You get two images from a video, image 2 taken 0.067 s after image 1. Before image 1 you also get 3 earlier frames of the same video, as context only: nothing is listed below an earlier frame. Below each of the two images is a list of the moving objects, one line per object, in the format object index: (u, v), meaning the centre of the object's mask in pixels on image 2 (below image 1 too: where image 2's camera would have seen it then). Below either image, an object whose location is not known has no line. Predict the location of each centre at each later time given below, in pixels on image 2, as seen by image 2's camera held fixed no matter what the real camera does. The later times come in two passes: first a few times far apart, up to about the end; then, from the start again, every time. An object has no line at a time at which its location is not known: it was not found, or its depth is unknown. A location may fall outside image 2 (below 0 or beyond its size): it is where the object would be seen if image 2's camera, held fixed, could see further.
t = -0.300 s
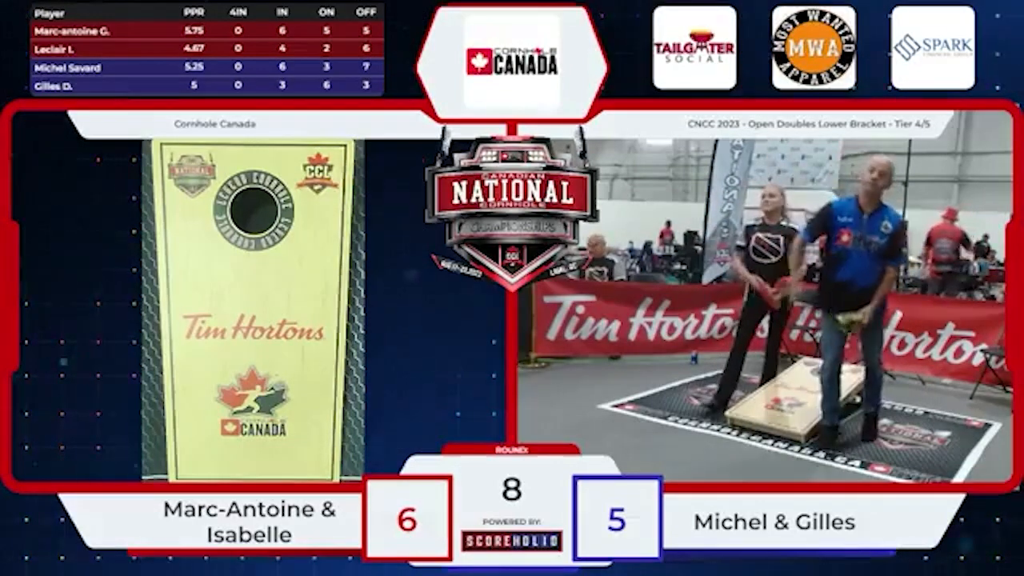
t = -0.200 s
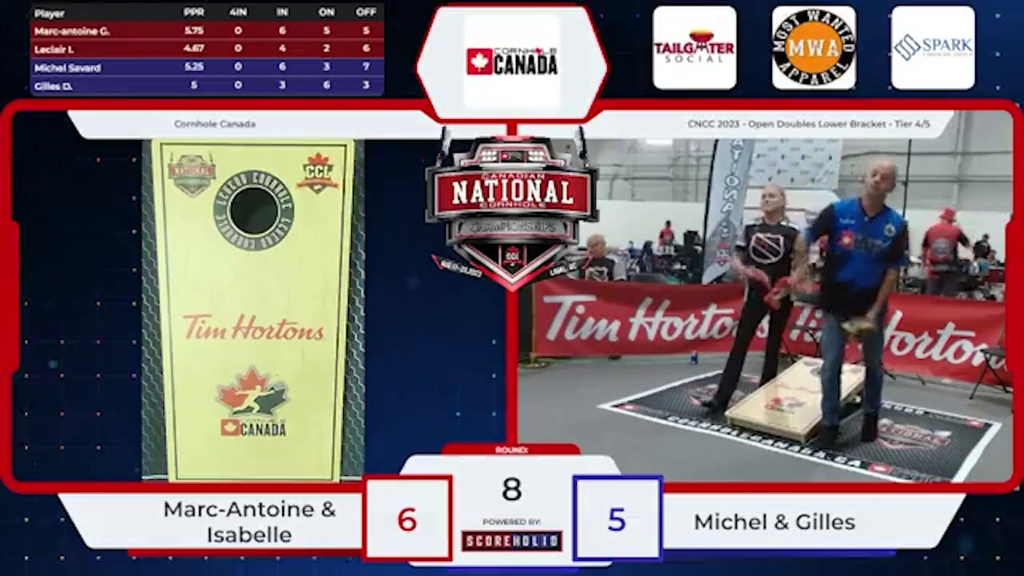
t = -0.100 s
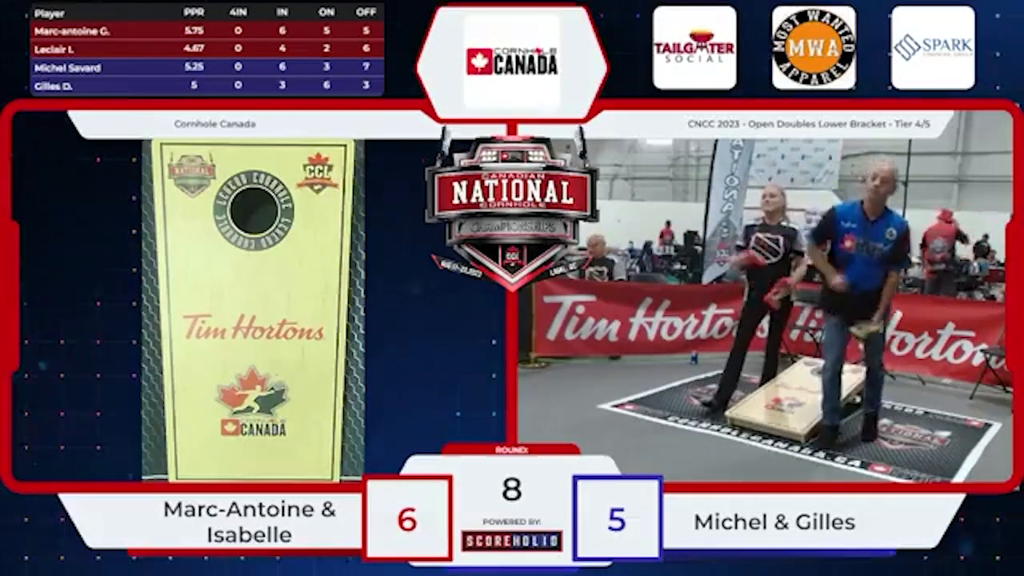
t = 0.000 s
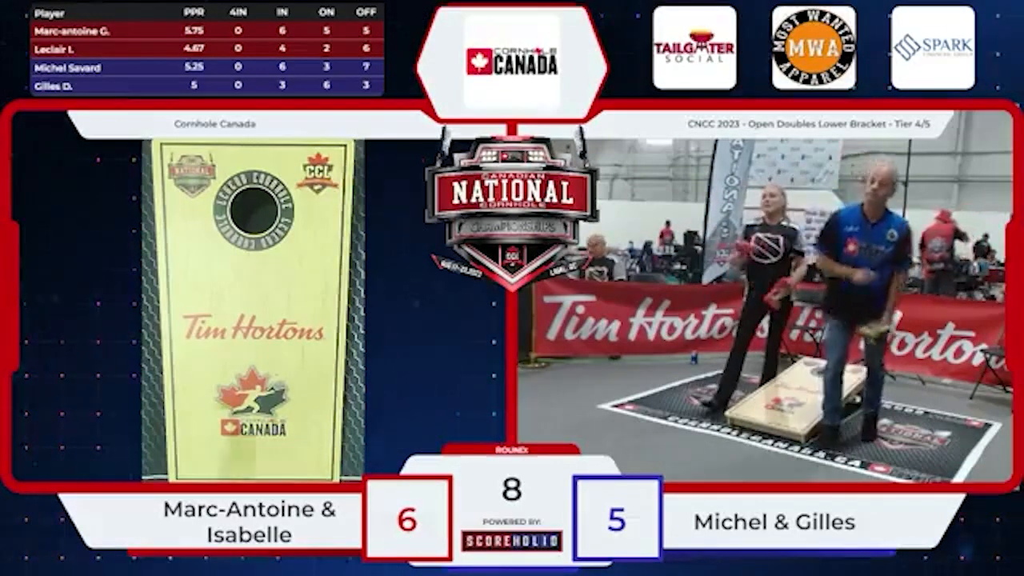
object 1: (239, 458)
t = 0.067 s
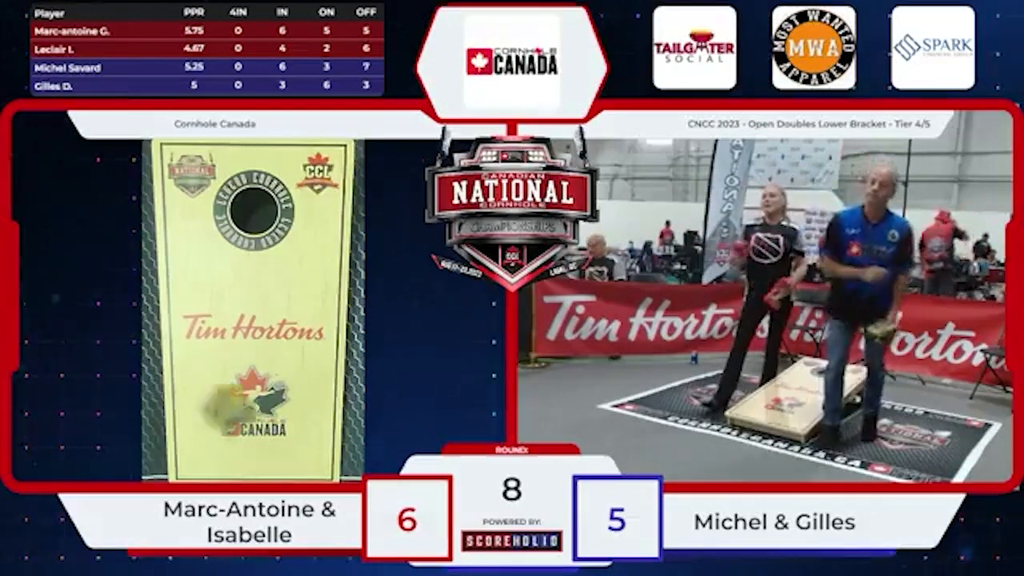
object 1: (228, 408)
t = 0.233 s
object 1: (238, 323)
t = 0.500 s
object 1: (241, 279)
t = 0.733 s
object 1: (241, 278)
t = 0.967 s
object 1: (241, 278)
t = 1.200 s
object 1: (244, 270)
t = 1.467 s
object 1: (244, 270)
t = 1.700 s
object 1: (241, 278)
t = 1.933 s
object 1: (244, 270)
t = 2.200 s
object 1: (244, 270)
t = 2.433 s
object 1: (241, 278)
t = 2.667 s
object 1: (241, 278)
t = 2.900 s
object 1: (241, 278)
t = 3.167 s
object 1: (241, 278)
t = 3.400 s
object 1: (241, 278)
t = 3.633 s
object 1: (241, 278)
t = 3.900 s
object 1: (241, 278)
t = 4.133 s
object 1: (241, 278)
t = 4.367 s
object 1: (241, 278)
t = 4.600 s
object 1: (241, 278)
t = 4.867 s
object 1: (241, 278)
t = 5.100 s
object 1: (241, 278)
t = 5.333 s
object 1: (241, 278)
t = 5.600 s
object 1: (241, 278)
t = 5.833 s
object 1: (241, 278)
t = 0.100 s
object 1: (233, 387)
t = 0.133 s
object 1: (235, 373)
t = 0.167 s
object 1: (238, 356)
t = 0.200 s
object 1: (238, 338)
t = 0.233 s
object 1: (238, 323)
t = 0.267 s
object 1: (238, 323)
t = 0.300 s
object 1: (240, 311)
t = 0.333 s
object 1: (241, 292)
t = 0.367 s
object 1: (241, 286)
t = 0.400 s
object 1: (241, 282)
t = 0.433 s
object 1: (241, 282)
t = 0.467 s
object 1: (241, 279)
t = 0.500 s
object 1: (241, 279)
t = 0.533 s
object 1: (241, 279)
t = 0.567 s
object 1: (241, 278)
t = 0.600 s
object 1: (241, 278)
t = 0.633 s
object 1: (241, 278)
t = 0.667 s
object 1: (241, 278)
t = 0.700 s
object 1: (241, 278)
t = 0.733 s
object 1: (241, 278)
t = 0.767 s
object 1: (241, 278)
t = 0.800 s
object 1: (241, 278)
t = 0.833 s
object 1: (241, 278)
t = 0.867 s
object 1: (241, 278)
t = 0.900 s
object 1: (241, 278)
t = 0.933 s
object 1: (241, 278)
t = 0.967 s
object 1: (241, 278)
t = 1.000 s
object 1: (241, 278)
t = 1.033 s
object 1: (241, 278)
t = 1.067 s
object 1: (241, 278)
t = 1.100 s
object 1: (241, 278)
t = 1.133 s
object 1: (244, 270)
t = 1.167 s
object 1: (244, 270)
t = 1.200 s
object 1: (244, 270)
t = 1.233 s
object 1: (244, 270)
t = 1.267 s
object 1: (244, 270)
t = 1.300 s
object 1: (244, 270)
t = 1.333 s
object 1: (244, 270)
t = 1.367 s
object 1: (244, 270)
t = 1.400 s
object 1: (244, 270)
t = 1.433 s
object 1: (244, 270)
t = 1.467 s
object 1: (244, 270)
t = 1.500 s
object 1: (244, 270)
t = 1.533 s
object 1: (244, 270)
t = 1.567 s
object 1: (244, 270)
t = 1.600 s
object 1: (244, 270)
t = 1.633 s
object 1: (244, 270)
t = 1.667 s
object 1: (244, 271)
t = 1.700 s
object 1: (241, 278)
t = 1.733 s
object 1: (241, 278)
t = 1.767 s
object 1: (244, 271)
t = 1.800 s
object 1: (244, 271)
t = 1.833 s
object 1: (244, 271)
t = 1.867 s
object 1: (244, 270)
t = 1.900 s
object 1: (244, 270)
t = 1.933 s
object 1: (244, 270)
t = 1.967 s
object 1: (244, 270)
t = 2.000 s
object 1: (244, 270)
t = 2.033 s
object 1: (244, 270)
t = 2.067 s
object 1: (244, 270)
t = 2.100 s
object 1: (244, 270)
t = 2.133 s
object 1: (244, 270)
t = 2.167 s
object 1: (244, 270)
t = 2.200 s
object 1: (244, 270)
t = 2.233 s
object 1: (244, 270)
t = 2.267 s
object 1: (244, 270)
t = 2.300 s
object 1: (241, 278)
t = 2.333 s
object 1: (241, 278)
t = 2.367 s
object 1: (241, 278)
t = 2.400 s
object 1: (241, 278)
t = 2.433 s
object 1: (241, 278)
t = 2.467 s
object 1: (241, 278)
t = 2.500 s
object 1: (241, 278)
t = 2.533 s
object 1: (241, 278)
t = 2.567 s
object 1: (241, 278)
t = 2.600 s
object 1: (241, 278)
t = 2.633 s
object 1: (241, 278)
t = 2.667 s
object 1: (241, 278)
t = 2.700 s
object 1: (241, 278)
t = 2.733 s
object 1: (241, 278)
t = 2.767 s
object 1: (241, 278)
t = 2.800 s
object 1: (241, 278)
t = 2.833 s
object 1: (241, 278)
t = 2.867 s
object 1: (241, 278)
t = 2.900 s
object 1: (241, 278)
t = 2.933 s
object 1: (241, 278)
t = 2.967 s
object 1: (241, 278)
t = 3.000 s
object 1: (241, 278)
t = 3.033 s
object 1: (241, 278)
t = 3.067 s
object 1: (241, 278)
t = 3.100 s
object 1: (241, 278)
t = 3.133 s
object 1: (241, 278)
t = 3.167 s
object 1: (241, 278)
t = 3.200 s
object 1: (241, 278)
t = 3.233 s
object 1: (241, 278)
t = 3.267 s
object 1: (241, 278)
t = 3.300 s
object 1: (241, 278)
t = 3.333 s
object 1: (241, 278)
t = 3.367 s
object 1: (241, 278)
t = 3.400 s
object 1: (241, 278)
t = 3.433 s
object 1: (241, 278)
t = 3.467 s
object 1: (241, 278)
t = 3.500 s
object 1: (241, 278)
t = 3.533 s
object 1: (241, 278)
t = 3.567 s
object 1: (241, 278)
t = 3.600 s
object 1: (241, 278)
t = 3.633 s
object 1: (241, 278)
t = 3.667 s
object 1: (241, 278)
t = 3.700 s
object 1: (241, 278)
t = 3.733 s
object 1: (241, 278)
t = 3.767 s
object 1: (241, 278)
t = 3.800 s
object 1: (241, 278)
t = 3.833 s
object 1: (241, 278)
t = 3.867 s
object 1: (241, 278)
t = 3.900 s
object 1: (241, 278)
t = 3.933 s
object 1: (241, 278)
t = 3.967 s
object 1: (241, 278)
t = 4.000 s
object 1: (241, 278)
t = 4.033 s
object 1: (241, 278)
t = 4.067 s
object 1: (241, 278)
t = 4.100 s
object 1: (241, 278)
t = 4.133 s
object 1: (241, 278)
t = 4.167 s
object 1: (241, 278)
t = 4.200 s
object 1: (241, 278)
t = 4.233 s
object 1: (241, 278)
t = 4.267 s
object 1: (241, 278)
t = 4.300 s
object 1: (241, 278)
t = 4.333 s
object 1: (241, 278)
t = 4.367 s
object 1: (241, 278)
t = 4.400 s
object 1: (241, 278)
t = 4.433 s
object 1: (241, 278)
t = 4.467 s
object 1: (241, 278)
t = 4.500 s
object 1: (241, 278)
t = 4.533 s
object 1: (241, 278)
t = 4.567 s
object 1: (241, 278)
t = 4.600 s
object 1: (241, 278)
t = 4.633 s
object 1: (241, 278)
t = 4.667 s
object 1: (241, 278)
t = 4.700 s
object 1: (241, 278)
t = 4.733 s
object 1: (241, 278)
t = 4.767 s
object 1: (241, 278)
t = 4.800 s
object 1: (241, 278)
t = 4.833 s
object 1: (241, 278)
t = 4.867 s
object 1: (241, 278)
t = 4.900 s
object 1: (241, 278)
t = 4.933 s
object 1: (241, 278)
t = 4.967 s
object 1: (241, 278)
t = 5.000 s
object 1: (241, 278)
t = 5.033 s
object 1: (241, 278)
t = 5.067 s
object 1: (241, 278)
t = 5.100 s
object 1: (241, 278)
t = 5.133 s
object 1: (241, 278)
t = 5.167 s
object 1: (241, 278)
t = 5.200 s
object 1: (241, 278)
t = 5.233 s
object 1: (241, 278)
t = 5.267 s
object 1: (241, 278)
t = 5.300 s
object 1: (241, 278)
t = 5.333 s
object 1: (241, 278)
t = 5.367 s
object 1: (241, 278)
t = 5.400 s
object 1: (241, 278)
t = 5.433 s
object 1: (241, 278)
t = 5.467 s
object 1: (241, 278)
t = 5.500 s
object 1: (241, 278)
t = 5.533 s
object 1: (241, 278)
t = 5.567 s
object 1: (241, 278)
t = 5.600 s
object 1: (241, 278)
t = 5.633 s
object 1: (241, 278)
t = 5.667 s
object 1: (241, 278)
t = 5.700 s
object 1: (241, 278)
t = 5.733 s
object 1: (241, 278)
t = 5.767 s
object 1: (241, 278)
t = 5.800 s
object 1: (241, 278)
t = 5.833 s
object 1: (241, 278)
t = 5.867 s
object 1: (241, 278)
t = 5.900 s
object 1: (241, 278)
